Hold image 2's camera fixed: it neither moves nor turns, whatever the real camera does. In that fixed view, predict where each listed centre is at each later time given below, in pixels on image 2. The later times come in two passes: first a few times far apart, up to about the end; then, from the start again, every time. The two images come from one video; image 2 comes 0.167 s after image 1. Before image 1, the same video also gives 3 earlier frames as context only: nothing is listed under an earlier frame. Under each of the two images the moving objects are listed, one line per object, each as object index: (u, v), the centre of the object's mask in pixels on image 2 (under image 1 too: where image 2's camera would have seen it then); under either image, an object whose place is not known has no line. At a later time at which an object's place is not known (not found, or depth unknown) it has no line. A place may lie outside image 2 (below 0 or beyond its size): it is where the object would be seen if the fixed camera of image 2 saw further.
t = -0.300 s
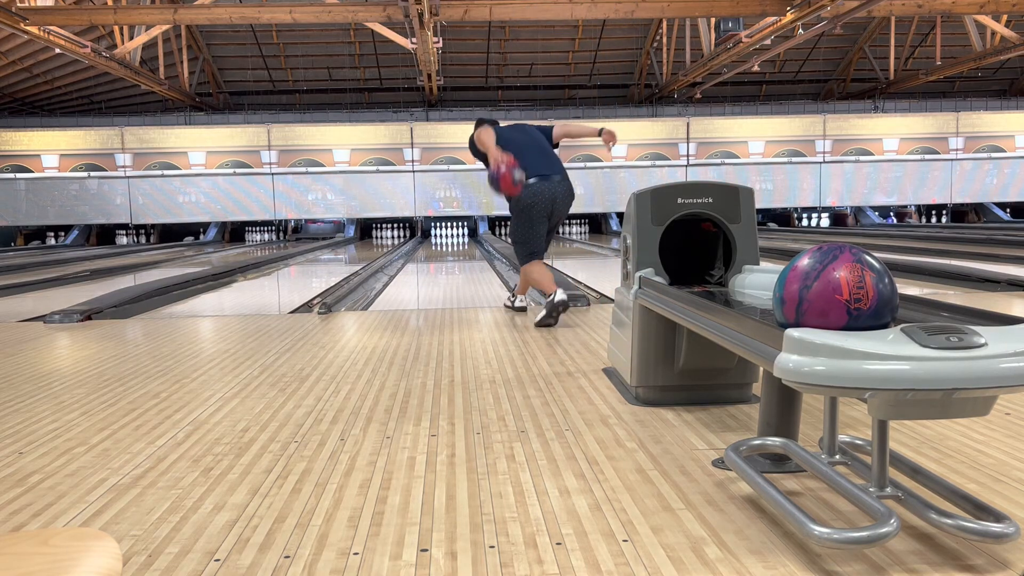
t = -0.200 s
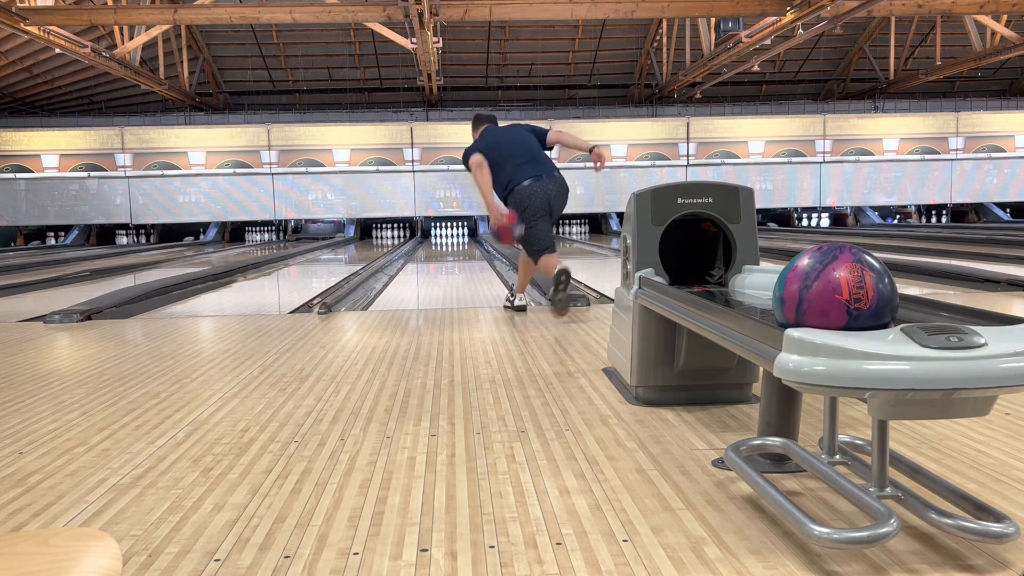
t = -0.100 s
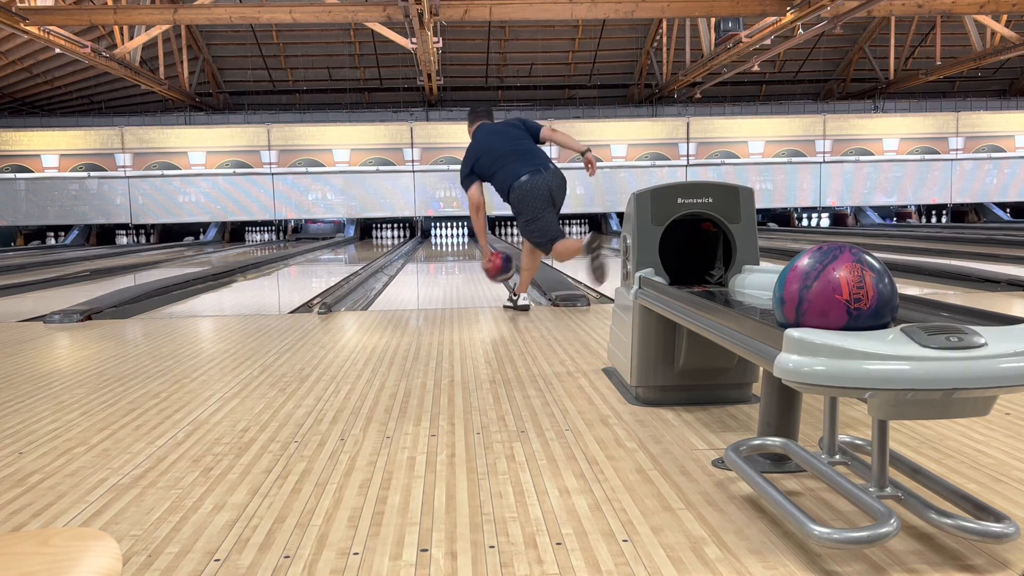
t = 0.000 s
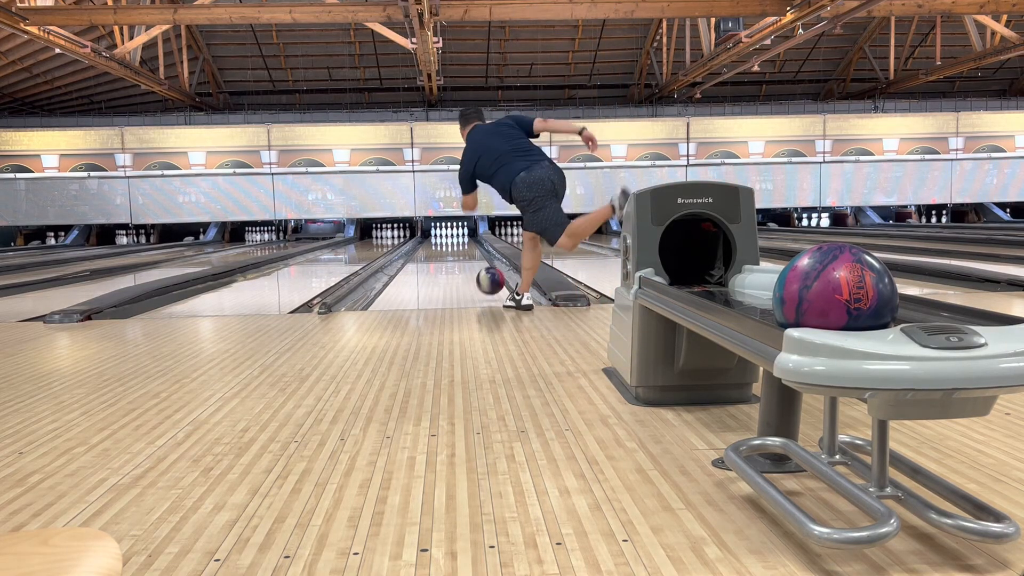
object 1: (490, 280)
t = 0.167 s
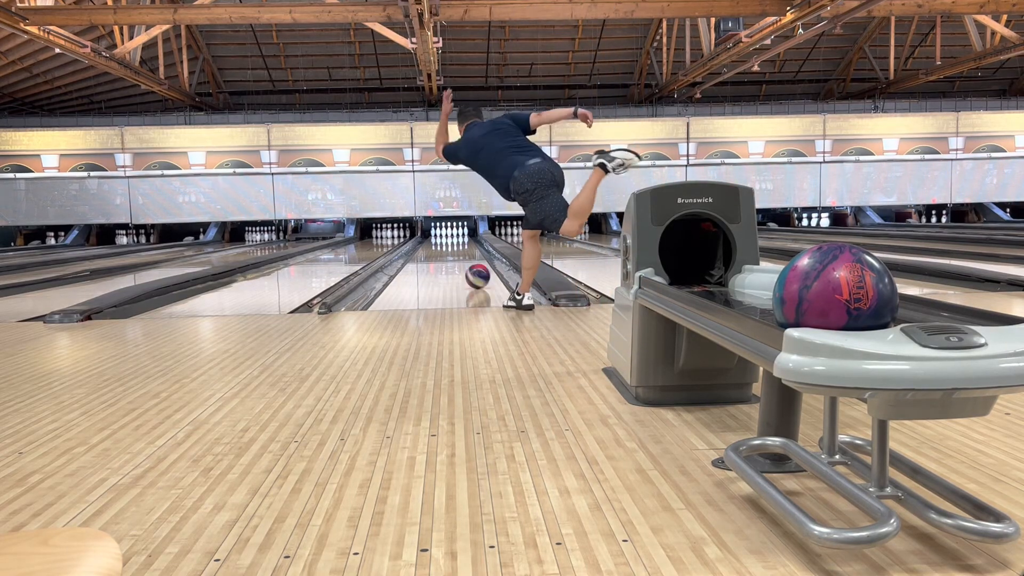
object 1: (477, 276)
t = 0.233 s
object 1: (474, 273)
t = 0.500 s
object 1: (460, 262)
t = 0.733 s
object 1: (453, 256)
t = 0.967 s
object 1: (447, 251)
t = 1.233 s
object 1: (442, 247)
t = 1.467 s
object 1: (439, 243)
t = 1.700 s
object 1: (437, 241)
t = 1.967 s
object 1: (435, 239)
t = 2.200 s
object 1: (436, 237)
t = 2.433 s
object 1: (438, 235)
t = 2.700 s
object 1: (443, 234)
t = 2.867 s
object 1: (446, 233)
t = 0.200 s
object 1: (475, 274)
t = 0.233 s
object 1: (474, 273)
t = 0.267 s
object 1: (471, 271)
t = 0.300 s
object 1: (469, 270)
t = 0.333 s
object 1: (468, 268)
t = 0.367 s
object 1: (466, 267)
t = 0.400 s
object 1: (465, 266)
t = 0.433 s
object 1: (463, 264)
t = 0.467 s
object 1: (462, 263)
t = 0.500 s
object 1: (460, 262)
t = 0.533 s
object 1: (459, 261)
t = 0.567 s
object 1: (458, 261)
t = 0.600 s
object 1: (457, 260)
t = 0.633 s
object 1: (456, 259)
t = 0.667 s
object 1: (455, 258)
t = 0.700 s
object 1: (454, 257)
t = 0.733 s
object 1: (453, 256)
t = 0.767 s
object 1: (452, 255)
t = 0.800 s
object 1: (451, 255)
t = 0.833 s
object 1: (450, 254)
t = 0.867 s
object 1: (449, 253)
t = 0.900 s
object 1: (448, 252)
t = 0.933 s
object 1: (448, 252)
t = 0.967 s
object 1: (447, 251)
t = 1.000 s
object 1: (446, 251)
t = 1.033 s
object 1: (446, 250)
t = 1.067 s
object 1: (445, 249)
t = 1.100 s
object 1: (444, 249)
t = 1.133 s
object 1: (444, 249)
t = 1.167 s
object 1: (444, 248)
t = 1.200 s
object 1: (444, 247)
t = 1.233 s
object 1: (442, 247)
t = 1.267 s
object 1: (442, 246)
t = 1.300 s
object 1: (441, 245)
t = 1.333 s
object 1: (441, 245)
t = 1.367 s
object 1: (441, 245)
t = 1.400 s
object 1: (441, 244)
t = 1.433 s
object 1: (440, 244)
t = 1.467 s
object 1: (439, 243)
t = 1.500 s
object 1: (439, 243)
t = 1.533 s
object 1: (439, 242)
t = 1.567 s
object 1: (439, 242)
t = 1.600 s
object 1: (438, 242)
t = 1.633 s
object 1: (438, 241)
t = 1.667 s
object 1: (437, 241)
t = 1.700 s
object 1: (437, 241)
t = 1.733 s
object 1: (437, 241)
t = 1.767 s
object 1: (436, 240)
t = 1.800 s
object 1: (436, 240)
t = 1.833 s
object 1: (436, 240)
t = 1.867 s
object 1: (436, 240)
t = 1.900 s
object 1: (436, 240)
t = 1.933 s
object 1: (436, 239)
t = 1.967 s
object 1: (435, 239)
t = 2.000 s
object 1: (435, 238)
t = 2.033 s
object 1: (435, 238)
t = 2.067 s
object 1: (435, 238)
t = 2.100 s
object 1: (435, 238)
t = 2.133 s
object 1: (435, 237)
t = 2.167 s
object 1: (436, 237)
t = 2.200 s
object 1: (436, 237)
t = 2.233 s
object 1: (435, 237)
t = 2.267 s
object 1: (436, 236)
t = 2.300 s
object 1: (436, 236)
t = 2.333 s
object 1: (437, 236)
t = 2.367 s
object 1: (437, 235)
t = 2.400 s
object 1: (438, 235)
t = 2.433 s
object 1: (438, 235)
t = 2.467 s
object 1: (438, 235)
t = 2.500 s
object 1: (439, 234)
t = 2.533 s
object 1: (440, 234)
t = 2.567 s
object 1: (440, 234)
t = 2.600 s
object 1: (440, 234)
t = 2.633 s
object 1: (442, 234)
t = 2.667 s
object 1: (442, 234)
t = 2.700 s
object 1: (443, 234)
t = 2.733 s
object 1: (443, 234)
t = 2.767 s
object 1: (444, 233)
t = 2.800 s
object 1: (445, 233)
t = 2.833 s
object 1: (446, 233)
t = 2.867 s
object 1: (446, 233)
